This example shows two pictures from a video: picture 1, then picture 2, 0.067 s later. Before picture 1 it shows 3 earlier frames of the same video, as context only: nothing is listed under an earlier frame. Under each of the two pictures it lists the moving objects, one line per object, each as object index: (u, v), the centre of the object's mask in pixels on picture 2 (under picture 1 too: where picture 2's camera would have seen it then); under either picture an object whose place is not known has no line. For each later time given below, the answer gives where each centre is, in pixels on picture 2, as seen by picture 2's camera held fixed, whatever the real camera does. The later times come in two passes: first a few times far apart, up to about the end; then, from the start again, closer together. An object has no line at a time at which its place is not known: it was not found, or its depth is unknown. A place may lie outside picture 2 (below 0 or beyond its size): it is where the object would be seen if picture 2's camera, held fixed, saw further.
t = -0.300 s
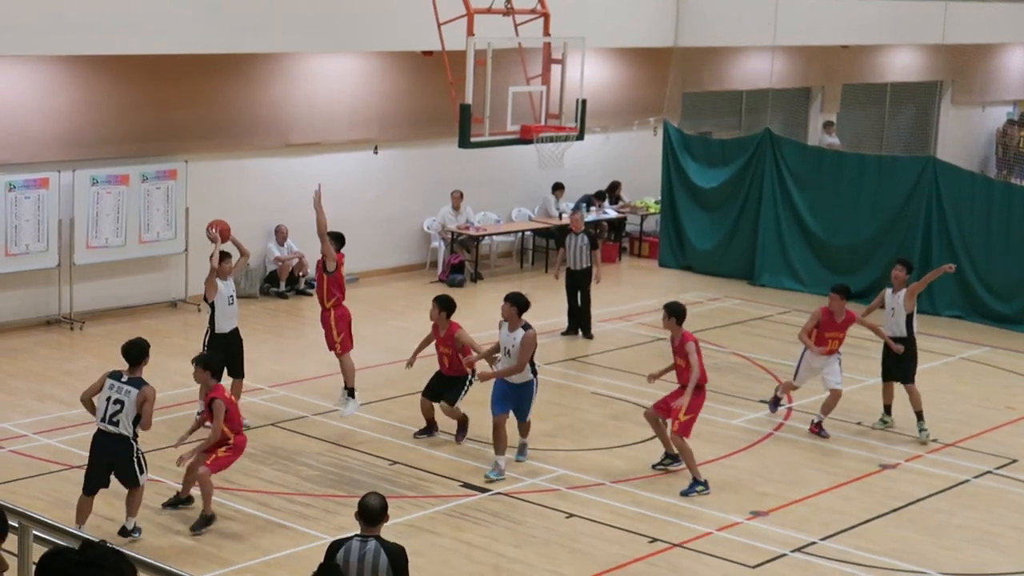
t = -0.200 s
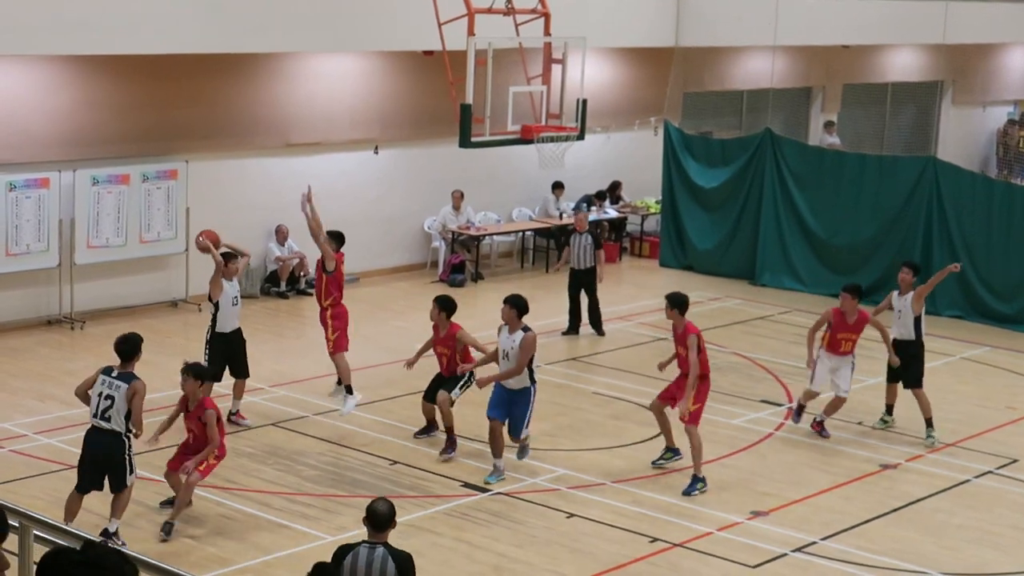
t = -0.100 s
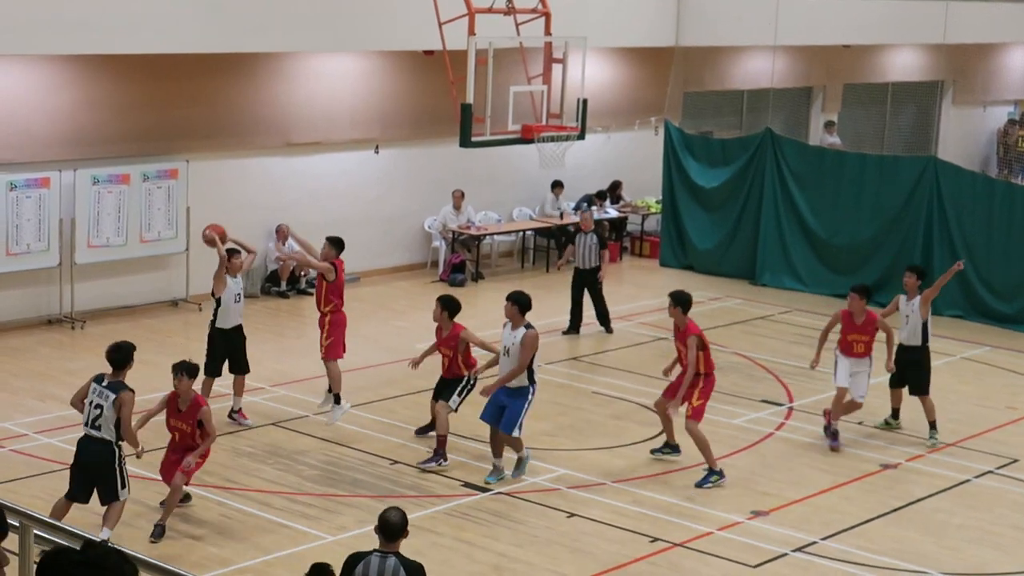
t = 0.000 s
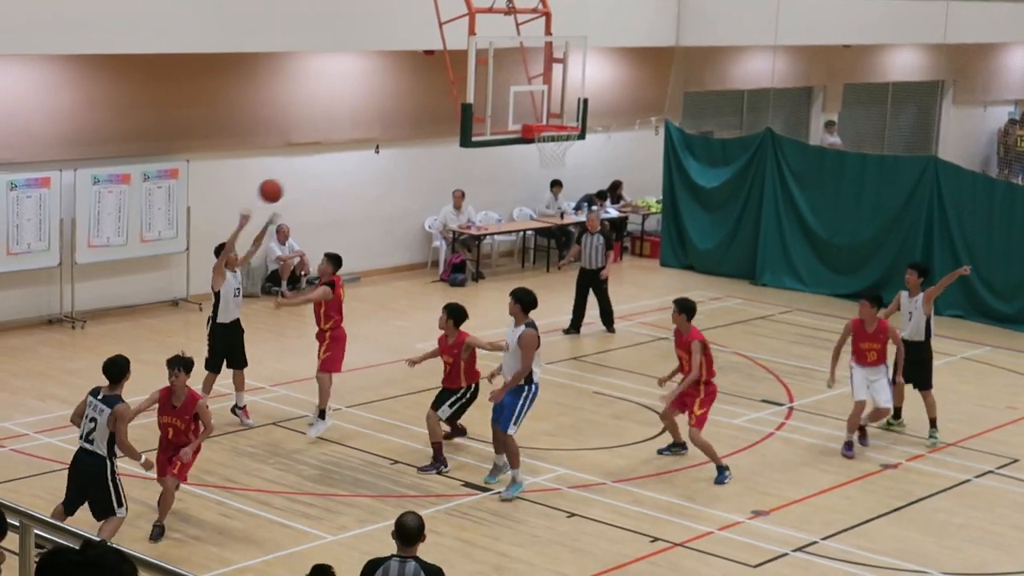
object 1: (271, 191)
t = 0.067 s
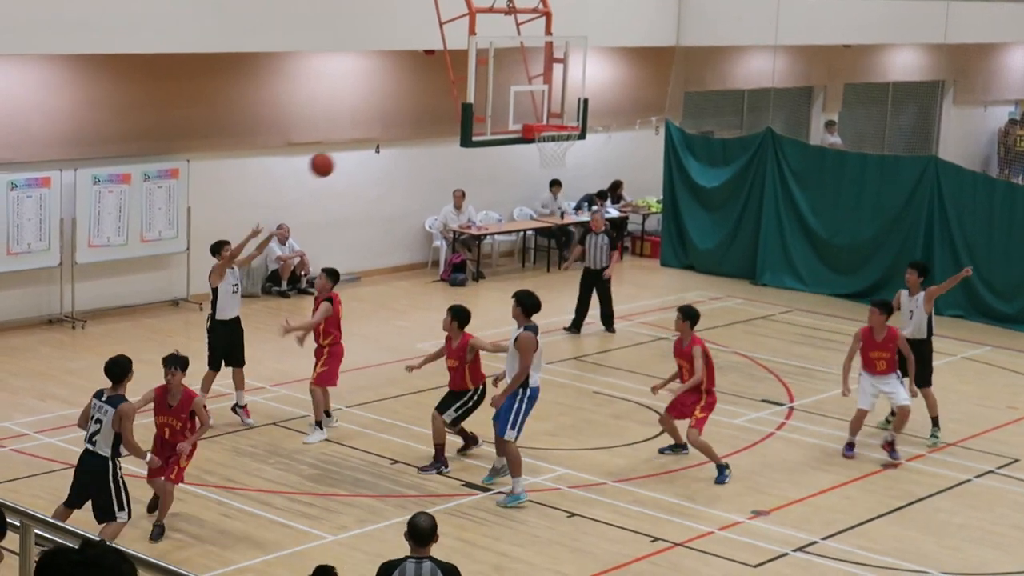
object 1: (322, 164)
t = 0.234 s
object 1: (455, 118)
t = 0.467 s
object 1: (655, 101)
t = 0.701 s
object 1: (871, 144)
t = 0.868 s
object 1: (1036, 217)
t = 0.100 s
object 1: (348, 153)
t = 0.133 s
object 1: (373, 142)
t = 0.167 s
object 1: (400, 134)
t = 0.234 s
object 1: (455, 118)
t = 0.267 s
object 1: (483, 112)
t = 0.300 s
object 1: (511, 107)
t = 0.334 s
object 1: (538, 103)
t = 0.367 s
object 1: (568, 101)
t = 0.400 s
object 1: (598, 100)
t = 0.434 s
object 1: (626, 100)
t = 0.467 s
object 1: (655, 101)
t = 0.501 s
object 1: (685, 103)
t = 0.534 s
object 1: (716, 106)
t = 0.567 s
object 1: (747, 111)
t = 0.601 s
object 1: (777, 117)
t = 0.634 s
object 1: (808, 125)
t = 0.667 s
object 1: (839, 133)
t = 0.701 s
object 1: (871, 144)
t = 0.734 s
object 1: (903, 155)
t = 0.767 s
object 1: (935, 168)
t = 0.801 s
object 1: (968, 183)
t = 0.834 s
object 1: (1002, 199)
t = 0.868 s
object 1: (1036, 217)
